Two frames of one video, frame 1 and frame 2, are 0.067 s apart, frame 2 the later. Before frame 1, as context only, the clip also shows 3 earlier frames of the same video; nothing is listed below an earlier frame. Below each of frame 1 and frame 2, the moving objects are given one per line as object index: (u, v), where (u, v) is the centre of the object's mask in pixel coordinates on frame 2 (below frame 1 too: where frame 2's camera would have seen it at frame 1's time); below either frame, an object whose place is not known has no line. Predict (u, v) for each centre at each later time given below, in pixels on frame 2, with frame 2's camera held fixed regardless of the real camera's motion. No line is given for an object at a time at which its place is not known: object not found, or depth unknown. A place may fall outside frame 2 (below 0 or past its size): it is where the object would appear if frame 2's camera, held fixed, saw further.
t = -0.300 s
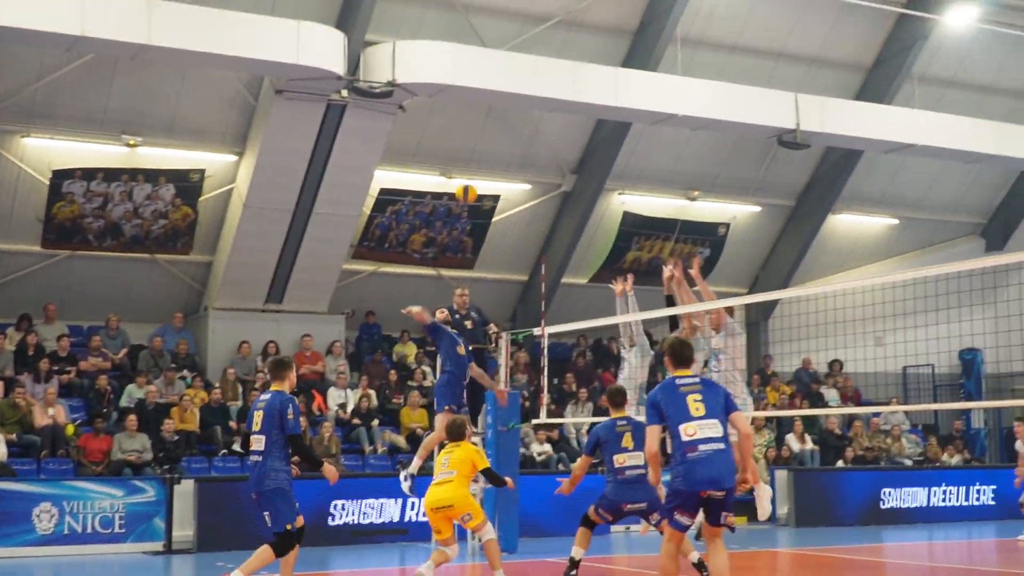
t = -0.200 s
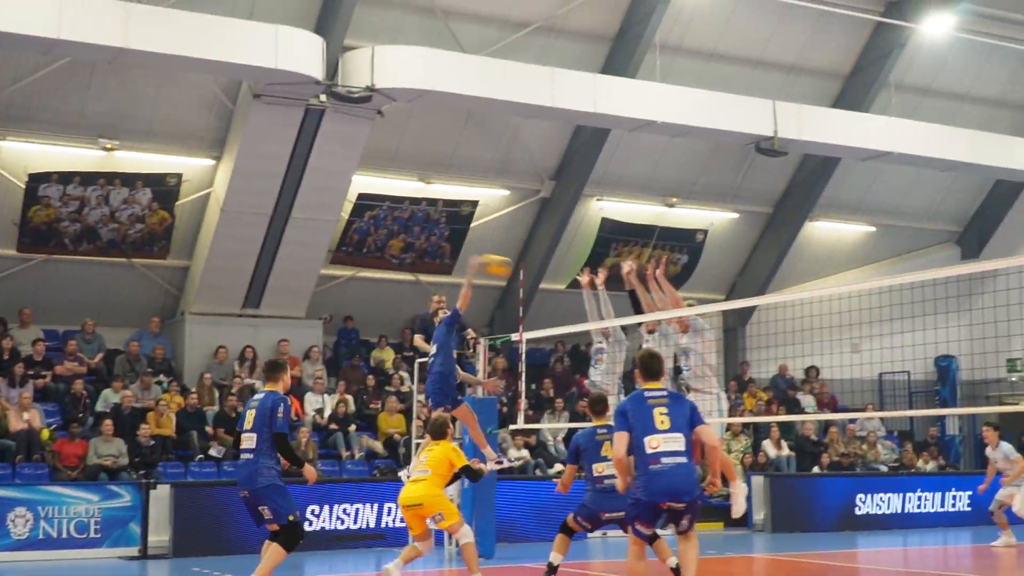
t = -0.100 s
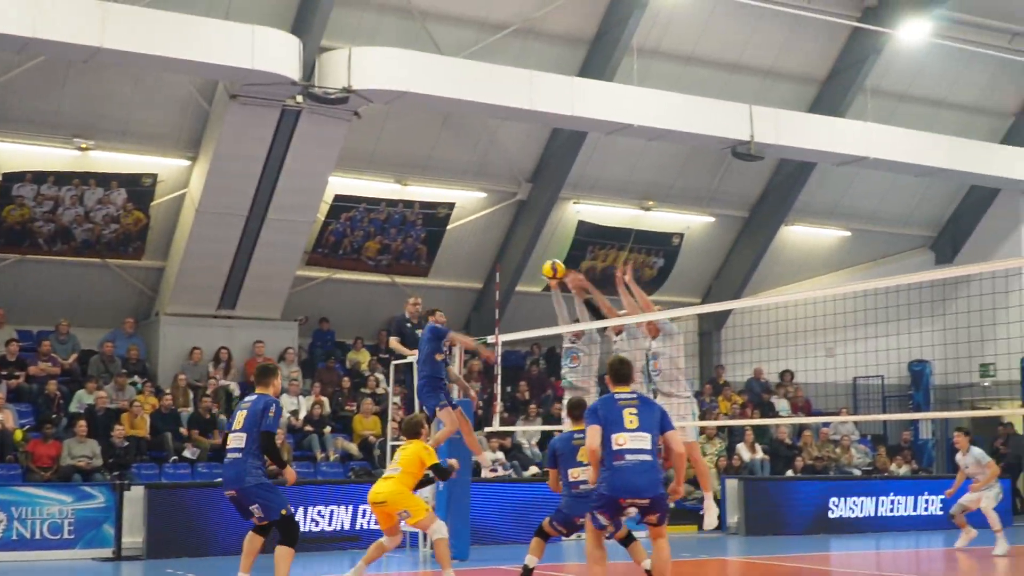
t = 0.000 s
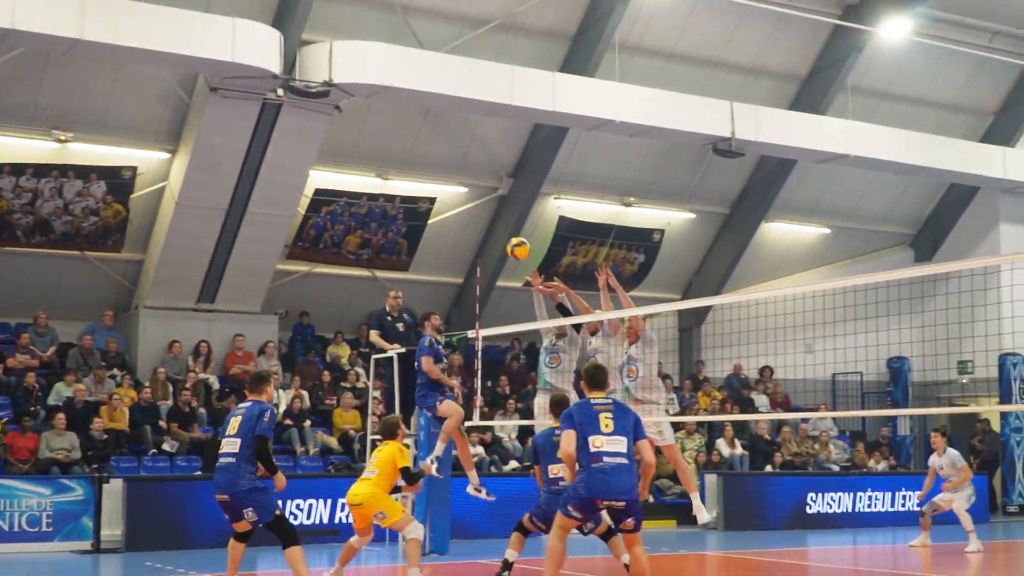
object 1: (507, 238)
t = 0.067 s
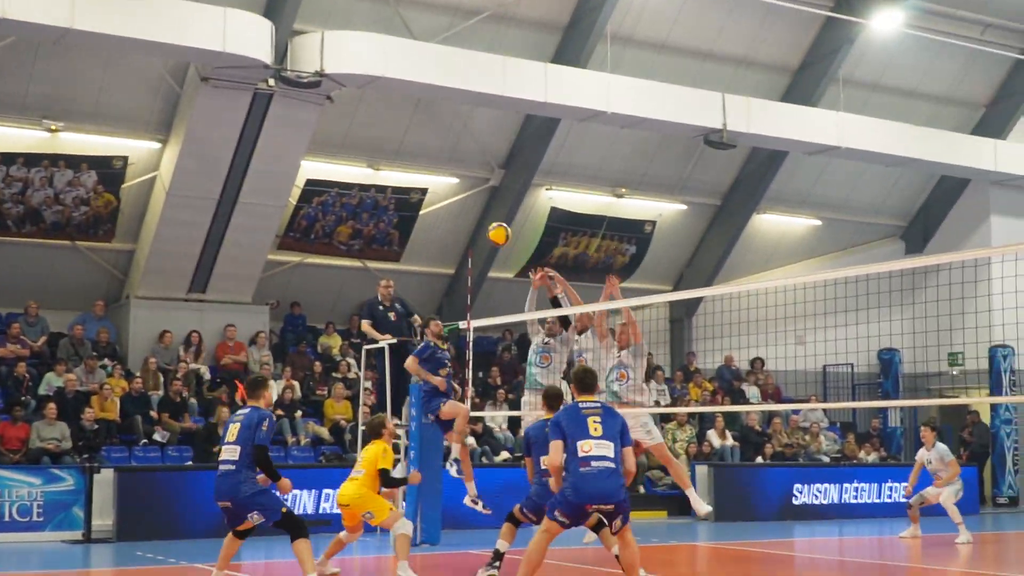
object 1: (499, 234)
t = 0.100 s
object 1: (496, 234)
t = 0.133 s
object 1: (491, 236)
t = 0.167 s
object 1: (485, 239)
